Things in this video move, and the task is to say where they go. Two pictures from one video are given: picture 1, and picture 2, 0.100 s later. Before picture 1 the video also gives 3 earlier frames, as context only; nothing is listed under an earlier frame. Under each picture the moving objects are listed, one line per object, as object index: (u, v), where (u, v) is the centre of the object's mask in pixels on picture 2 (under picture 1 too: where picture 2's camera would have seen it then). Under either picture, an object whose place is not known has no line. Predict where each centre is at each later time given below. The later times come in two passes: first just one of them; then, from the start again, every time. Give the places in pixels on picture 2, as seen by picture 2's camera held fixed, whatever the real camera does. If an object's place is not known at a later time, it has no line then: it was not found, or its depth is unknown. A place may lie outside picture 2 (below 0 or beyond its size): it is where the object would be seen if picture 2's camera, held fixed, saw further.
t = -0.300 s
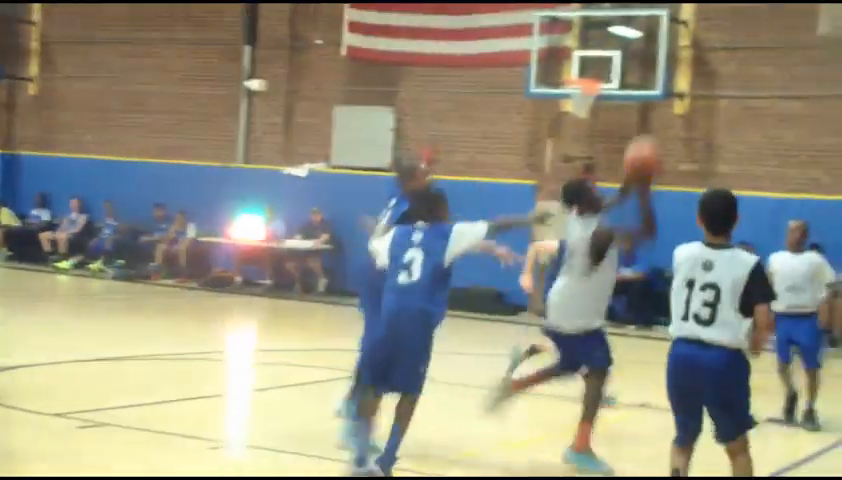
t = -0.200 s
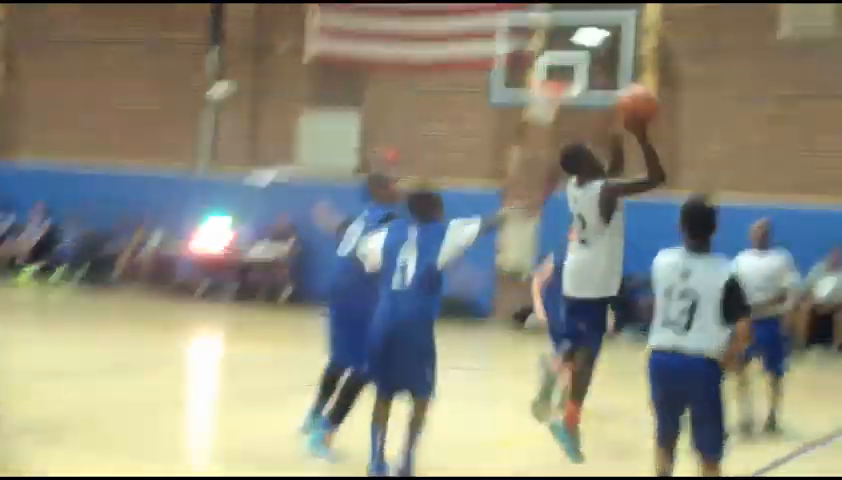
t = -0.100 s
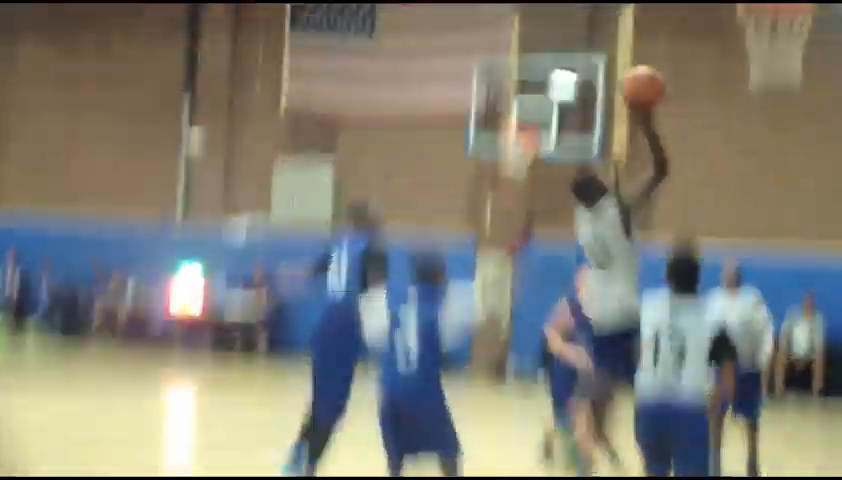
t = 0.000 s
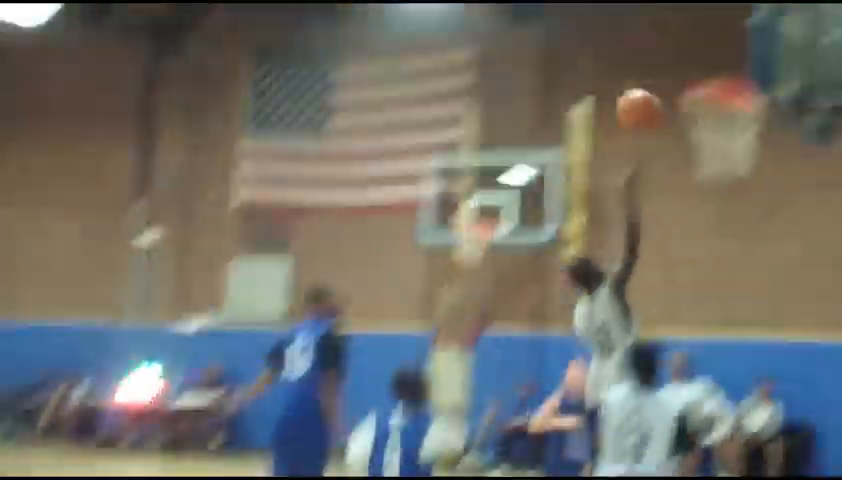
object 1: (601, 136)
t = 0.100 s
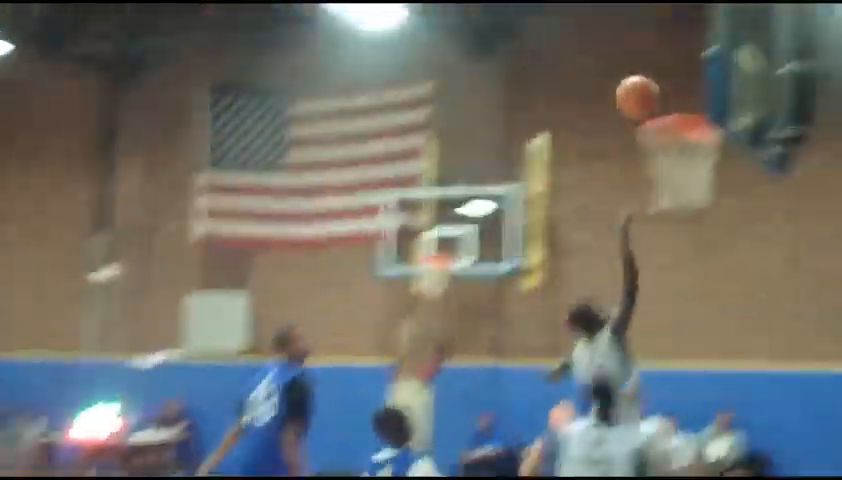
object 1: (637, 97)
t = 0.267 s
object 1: (696, 56)
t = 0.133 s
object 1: (650, 86)
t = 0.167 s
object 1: (664, 76)
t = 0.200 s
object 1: (677, 68)
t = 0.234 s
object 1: (688, 62)
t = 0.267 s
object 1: (696, 56)
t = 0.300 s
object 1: (703, 53)
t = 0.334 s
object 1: (701, 53)
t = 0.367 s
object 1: (697, 58)
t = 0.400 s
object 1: (693, 63)
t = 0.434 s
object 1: (689, 70)
